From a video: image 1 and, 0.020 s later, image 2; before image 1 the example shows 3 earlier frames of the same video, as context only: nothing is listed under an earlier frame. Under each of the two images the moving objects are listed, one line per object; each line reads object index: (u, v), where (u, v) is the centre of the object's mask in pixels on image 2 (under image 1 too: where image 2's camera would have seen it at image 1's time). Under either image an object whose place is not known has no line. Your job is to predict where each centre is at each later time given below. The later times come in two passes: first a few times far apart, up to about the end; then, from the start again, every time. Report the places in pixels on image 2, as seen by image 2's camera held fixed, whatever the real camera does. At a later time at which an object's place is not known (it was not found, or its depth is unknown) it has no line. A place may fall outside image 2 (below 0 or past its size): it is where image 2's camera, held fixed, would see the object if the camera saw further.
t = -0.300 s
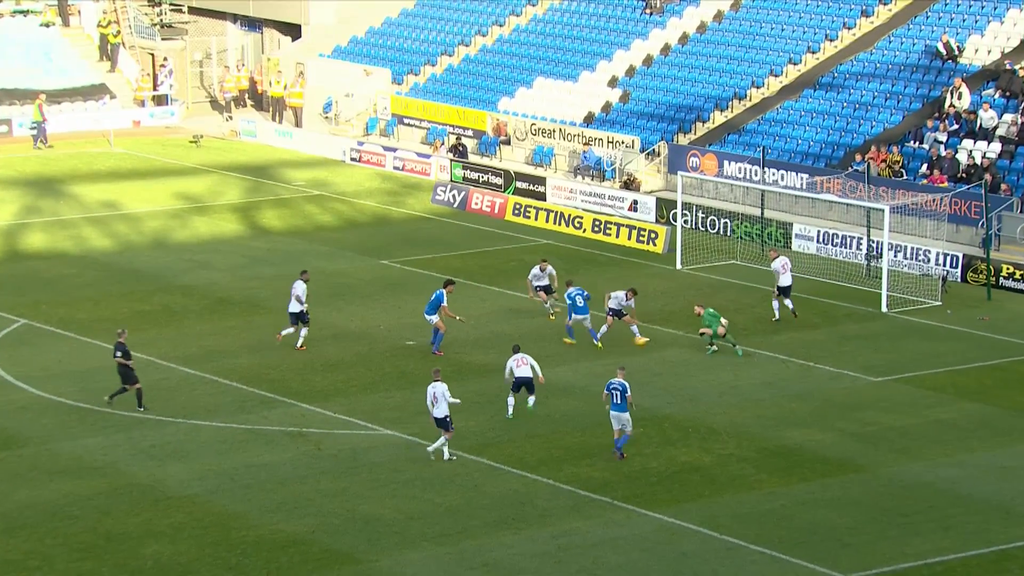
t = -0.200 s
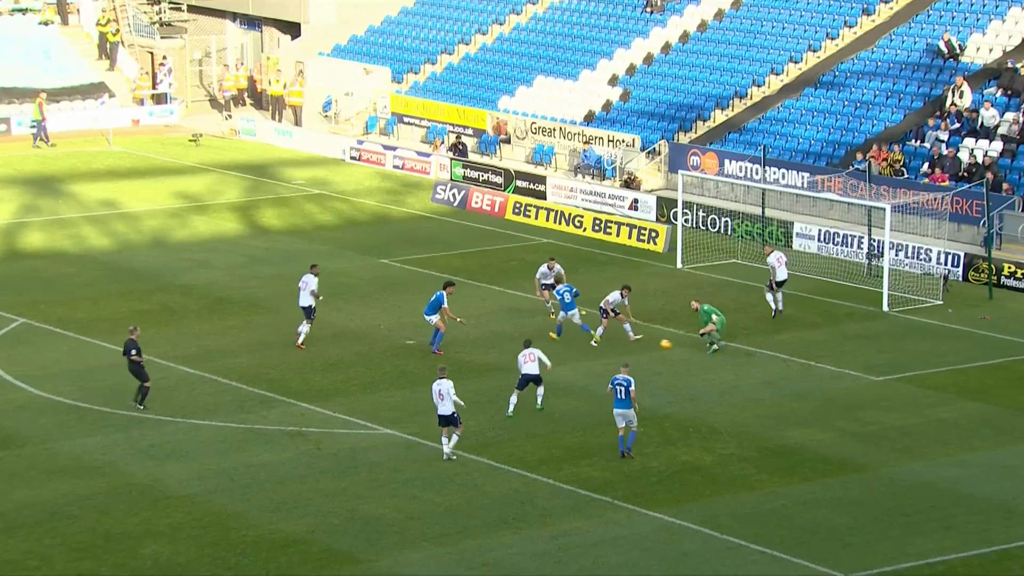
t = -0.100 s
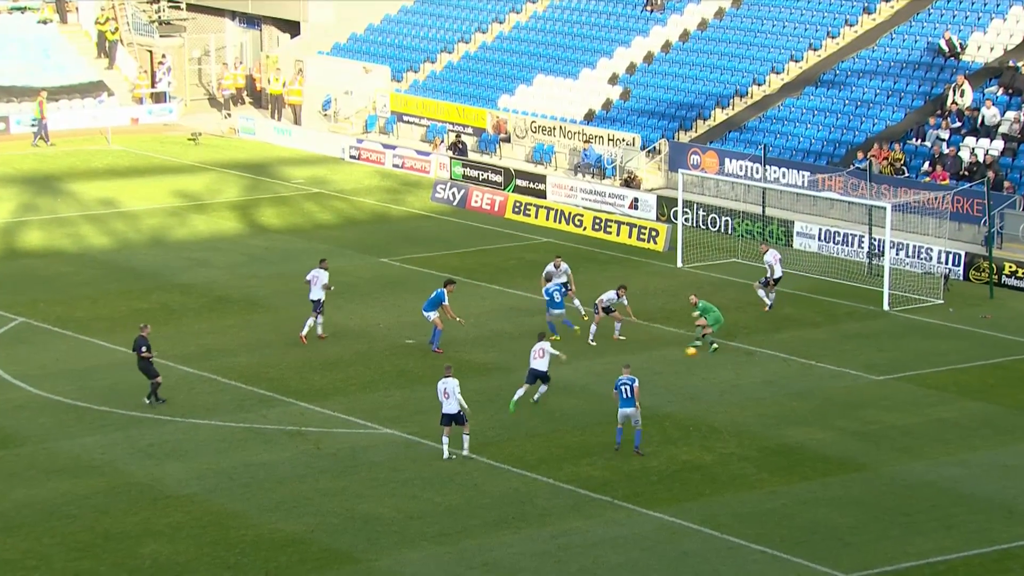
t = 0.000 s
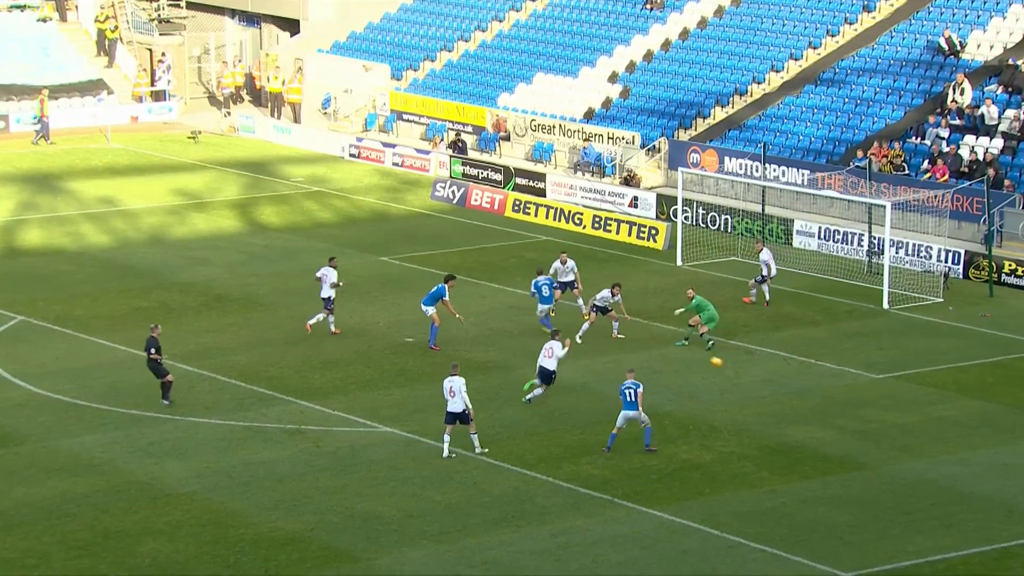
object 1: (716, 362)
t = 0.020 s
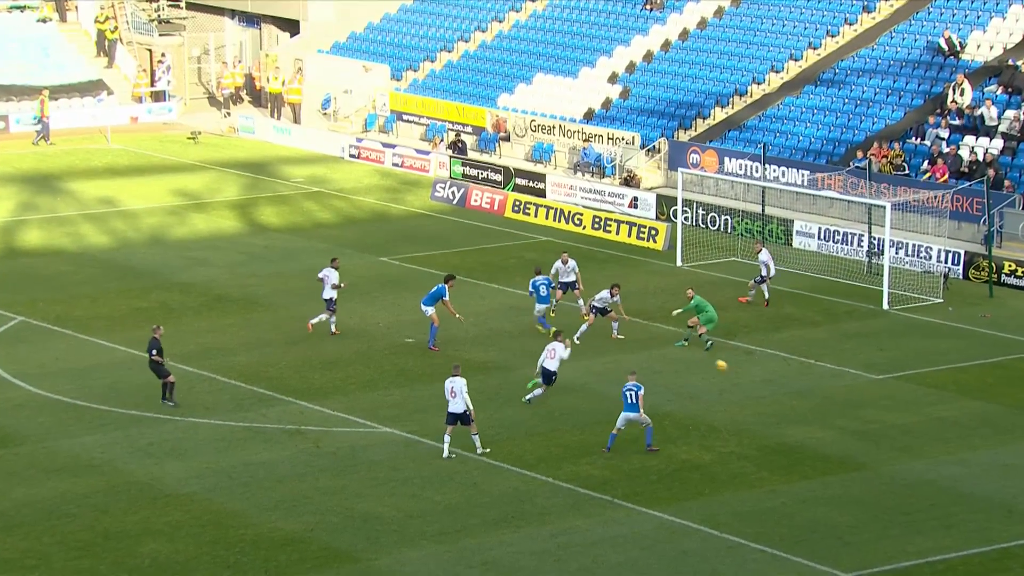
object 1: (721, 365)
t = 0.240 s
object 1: (772, 374)
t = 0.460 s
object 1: (821, 387)
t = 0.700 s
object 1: (869, 401)
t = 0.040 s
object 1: (727, 369)
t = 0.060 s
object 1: (732, 373)
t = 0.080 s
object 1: (736, 376)
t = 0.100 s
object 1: (742, 377)
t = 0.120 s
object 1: (746, 376)
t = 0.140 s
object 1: (750, 375)
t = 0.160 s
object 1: (755, 375)
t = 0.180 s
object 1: (759, 374)
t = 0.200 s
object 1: (763, 374)
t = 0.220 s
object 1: (767, 374)
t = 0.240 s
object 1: (772, 374)
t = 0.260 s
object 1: (776, 374)
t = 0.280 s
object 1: (780, 374)
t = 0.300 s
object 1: (785, 375)
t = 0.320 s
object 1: (789, 376)
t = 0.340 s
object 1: (794, 377)
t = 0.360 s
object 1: (798, 378)
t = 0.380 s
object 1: (802, 380)
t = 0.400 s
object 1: (807, 381)
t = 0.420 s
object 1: (812, 383)
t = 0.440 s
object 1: (816, 385)
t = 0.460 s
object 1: (821, 387)
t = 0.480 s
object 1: (825, 389)
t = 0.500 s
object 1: (830, 393)
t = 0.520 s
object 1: (834, 395)
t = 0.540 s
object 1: (839, 398)
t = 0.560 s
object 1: (843, 400)
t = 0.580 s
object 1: (847, 401)
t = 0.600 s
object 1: (851, 401)
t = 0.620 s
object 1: (854, 401)
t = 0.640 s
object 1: (858, 401)
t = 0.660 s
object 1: (861, 401)
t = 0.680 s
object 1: (865, 401)
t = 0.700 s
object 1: (869, 401)
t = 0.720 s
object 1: (872, 402)
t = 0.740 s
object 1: (876, 403)
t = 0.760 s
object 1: (880, 404)
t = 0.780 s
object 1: (883, 406)
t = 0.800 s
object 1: (887, 407)
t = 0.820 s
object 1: (891, 409)
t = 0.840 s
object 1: (894, 411)
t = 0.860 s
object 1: (898, 413)
